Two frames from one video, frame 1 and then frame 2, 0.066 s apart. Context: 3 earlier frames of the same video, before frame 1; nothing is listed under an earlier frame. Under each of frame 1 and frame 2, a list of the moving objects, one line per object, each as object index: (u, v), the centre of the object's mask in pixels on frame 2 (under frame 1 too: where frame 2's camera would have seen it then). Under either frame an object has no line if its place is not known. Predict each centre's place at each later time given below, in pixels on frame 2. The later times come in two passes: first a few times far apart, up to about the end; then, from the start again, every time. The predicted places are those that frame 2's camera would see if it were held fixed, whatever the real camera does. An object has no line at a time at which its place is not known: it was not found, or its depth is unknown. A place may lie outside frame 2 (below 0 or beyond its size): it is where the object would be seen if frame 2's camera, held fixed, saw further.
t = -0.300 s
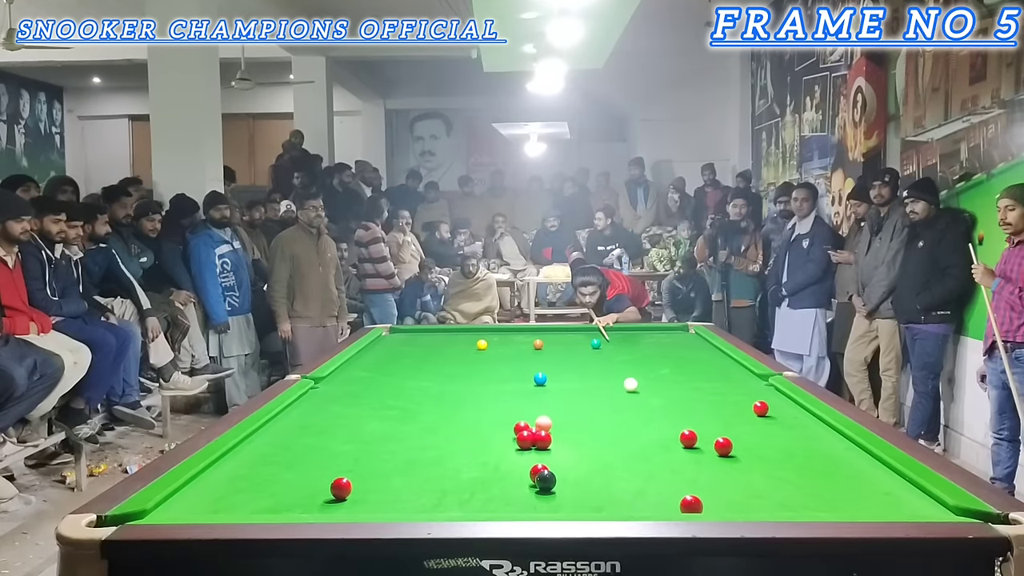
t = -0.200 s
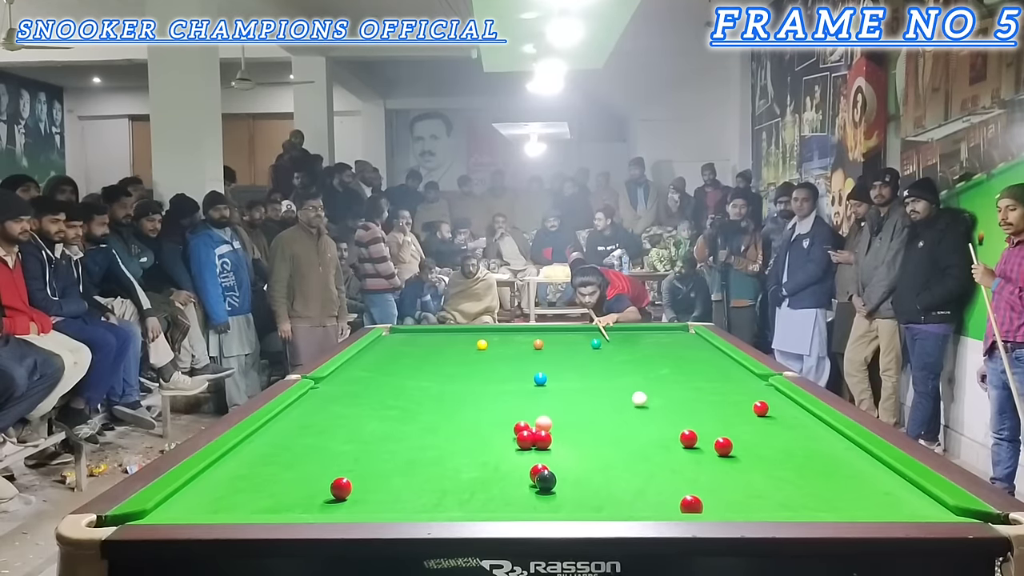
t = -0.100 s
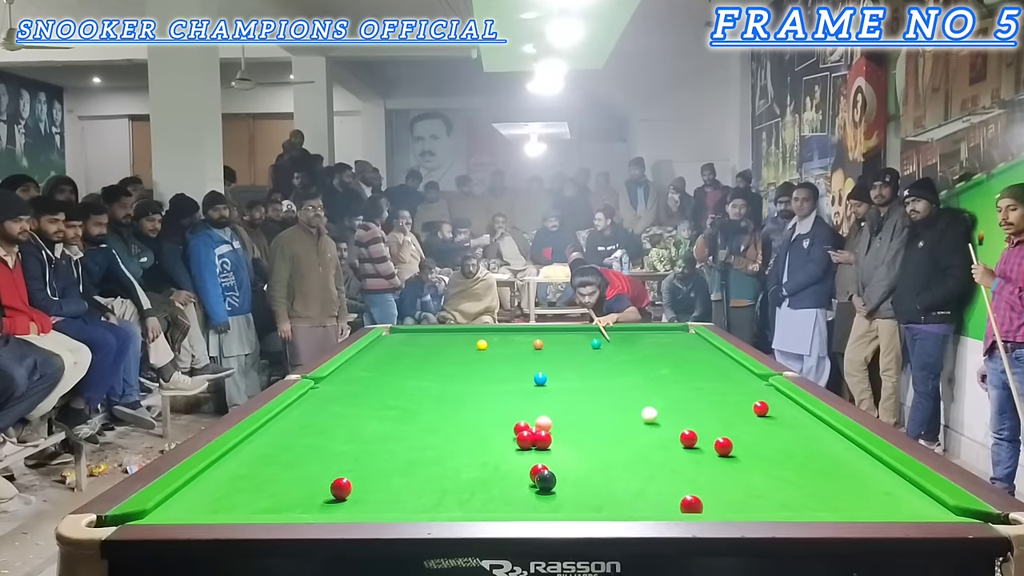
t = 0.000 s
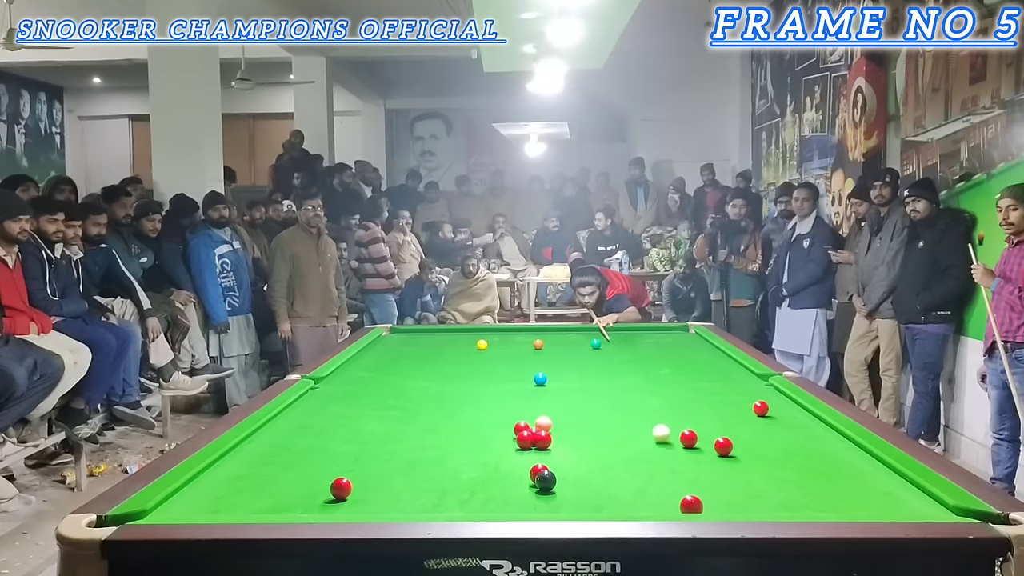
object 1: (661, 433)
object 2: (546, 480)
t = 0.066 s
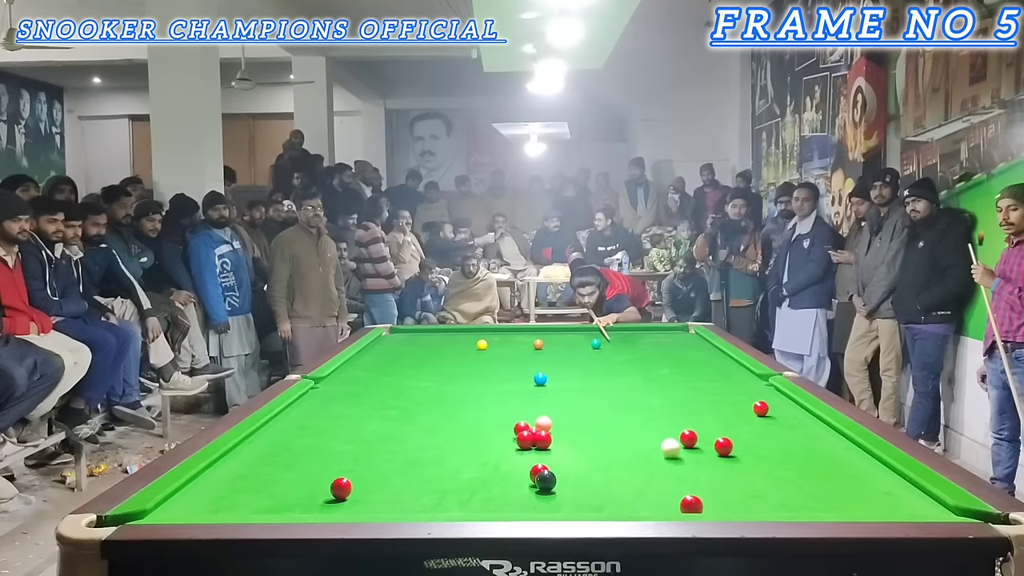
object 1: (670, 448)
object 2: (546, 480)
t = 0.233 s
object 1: (701, 492)
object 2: (546, 480)
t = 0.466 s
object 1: (818, 495)
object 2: (546, 480)
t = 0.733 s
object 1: (871, 470)
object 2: (546, 481)
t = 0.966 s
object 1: (782, 450)
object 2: (511, 479)
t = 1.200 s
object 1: (709, 433)
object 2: (480, 477)
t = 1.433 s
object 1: (649, 420)
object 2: (454, 476)
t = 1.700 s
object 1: (591, 407)
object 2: (428, 476)
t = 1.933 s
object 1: (548, 397)
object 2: (406, 475)
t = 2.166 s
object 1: (511, 388)
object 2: (390, 475)
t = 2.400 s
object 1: (478, 381)
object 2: (375, 474)
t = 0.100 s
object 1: (675, 456)
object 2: (546, 480)
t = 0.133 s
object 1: (681, 465)
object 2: (546, 480)
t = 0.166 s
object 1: (687, 474)
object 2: (546, 480)
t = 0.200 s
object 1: (693, 483)
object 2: (546, 480)
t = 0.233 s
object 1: (701, 492)
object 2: (546, 480)
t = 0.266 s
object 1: (711, 502)
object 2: (546, 480)
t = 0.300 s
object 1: (735, 506)
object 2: (546, 480)
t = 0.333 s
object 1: (758, 509)
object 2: (546, 480)
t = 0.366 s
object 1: (775, 506)
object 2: (546, 480)
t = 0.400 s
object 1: (790, 503)
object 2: (546, 480)
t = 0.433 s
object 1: (805, 500)
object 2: (546, 481)
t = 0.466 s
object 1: (818, 495)
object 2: (546, 480)
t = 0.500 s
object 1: (831, 492)
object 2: (546, 480)
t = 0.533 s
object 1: (844, 488)
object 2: (546, 480)
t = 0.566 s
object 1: (856, 486)
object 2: (546, 480)
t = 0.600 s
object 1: (868, 482)
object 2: (546, 480)
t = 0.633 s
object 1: (879, 479)
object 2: (546, 480)
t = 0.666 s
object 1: (890, 477)
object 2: (546, 480)
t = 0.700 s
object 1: (887, 473)
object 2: (546, 480)
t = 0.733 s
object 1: (871, 470)
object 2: (546, 481)
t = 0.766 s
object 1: (856, 467)
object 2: (540, 480)
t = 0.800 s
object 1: (844, 464)
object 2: (534, 480)
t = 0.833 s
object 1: (830, 461)
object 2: (529, 480)
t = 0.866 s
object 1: (818, 458)
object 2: (525, 480)
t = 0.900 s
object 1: (806, 455)
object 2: (520, 479)
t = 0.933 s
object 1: (793, 453)
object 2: (515, 479)
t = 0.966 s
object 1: (782, 450)
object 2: (511, 479)
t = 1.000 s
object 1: (771, 448)
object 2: (506, 479)
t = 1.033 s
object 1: (760, 445)
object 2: (502, 478)
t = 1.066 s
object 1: (749, 443)
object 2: (498, 478)
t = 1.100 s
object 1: (739, 440)
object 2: (493, 478)
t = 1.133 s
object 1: (730, 436)
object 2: (489, 478)
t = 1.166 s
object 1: (719, 433)
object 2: (485, 478)
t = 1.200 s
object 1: (709, 433)
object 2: (480, 477)
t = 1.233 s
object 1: (701, 431)
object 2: (476, 477)
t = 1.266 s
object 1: (693, 427)
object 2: (473, 477)
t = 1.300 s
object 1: (682, 425)
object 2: (469, 477)
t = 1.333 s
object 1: (674, 426)
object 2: (465, 477)
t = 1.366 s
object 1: (666, 424)
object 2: (462, 477)
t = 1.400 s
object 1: (657, 422)
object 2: (458, 477)
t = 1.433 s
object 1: (649, 420)
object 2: (454, 476)
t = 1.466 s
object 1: (642, 418)
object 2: (450, 476)
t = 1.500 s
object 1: (634, 417)
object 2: (447, 476)
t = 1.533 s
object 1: (626, 415)
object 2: (444, 476)
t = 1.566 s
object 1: (619, 413)
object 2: (440, 476)
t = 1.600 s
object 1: (612, 412)
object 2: (437, 476)
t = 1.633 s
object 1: (605, 410)
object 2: (434, 476)
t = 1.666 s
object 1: (599, 408)
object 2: (431, 476)
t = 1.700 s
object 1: (591, 407)
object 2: (428, 476)
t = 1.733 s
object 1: (584, 405)
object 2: (424, 476)
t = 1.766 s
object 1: (578, 404)
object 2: (421, 475)
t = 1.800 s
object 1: (572, 402)
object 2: (419, 475)
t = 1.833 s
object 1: (566, 401)
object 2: (415, 475)
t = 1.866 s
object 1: (560, 400)
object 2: (413, 475)
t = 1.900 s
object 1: (554, 398)
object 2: (410, 475)
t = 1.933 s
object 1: (548, 397)
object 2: (406, 475)
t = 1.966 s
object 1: (542, 396)
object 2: (404, 475)
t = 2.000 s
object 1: (537, 395)
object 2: (402, 475)
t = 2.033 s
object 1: (532, 393)
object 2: (399, 475)
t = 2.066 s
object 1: (527, 392)
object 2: (397, 475)
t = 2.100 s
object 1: (521, 391)
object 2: (394, 475)
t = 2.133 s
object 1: (516, 389)
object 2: (392, 475)
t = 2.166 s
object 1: (511, 388)
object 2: (390, 475)
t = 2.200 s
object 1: (506, 387)
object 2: (387, 474)
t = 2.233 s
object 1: (501, 386)
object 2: (385, 474)
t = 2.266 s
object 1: (496, 385)
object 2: (383, 474)
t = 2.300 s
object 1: (492, 384)
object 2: (381, 474)
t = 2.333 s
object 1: (487, 383)
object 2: (379, 474)
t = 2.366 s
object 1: (483, 382)
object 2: (377, 474)
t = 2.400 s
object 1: (478, 381)
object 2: (375, 474)
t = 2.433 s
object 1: (474, 380)
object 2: (373, 474)
